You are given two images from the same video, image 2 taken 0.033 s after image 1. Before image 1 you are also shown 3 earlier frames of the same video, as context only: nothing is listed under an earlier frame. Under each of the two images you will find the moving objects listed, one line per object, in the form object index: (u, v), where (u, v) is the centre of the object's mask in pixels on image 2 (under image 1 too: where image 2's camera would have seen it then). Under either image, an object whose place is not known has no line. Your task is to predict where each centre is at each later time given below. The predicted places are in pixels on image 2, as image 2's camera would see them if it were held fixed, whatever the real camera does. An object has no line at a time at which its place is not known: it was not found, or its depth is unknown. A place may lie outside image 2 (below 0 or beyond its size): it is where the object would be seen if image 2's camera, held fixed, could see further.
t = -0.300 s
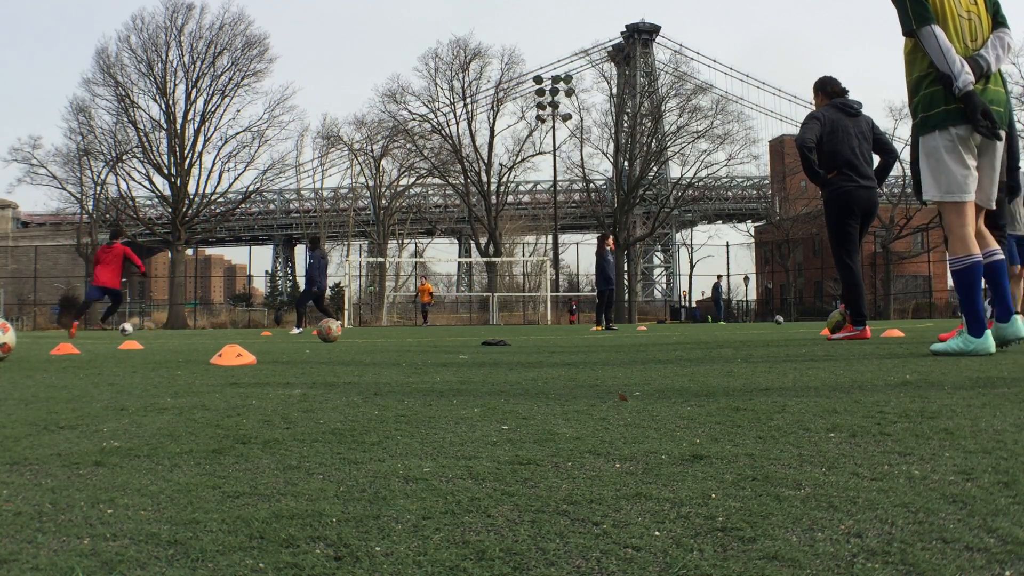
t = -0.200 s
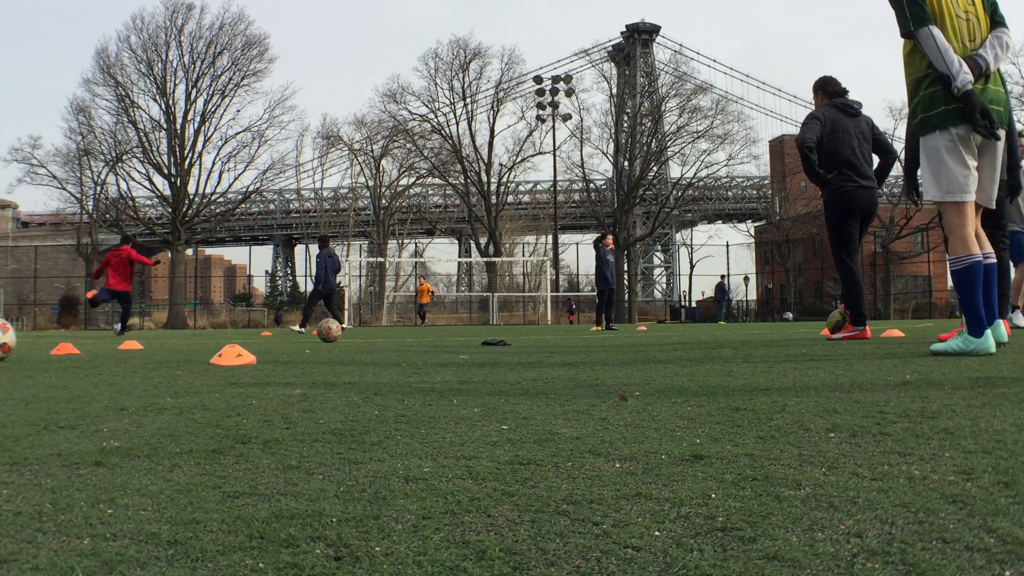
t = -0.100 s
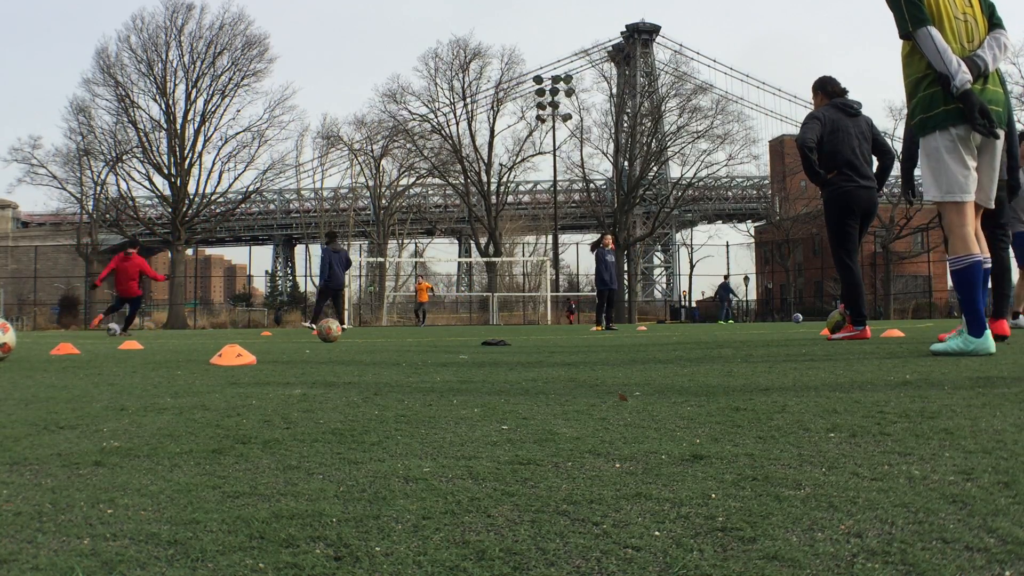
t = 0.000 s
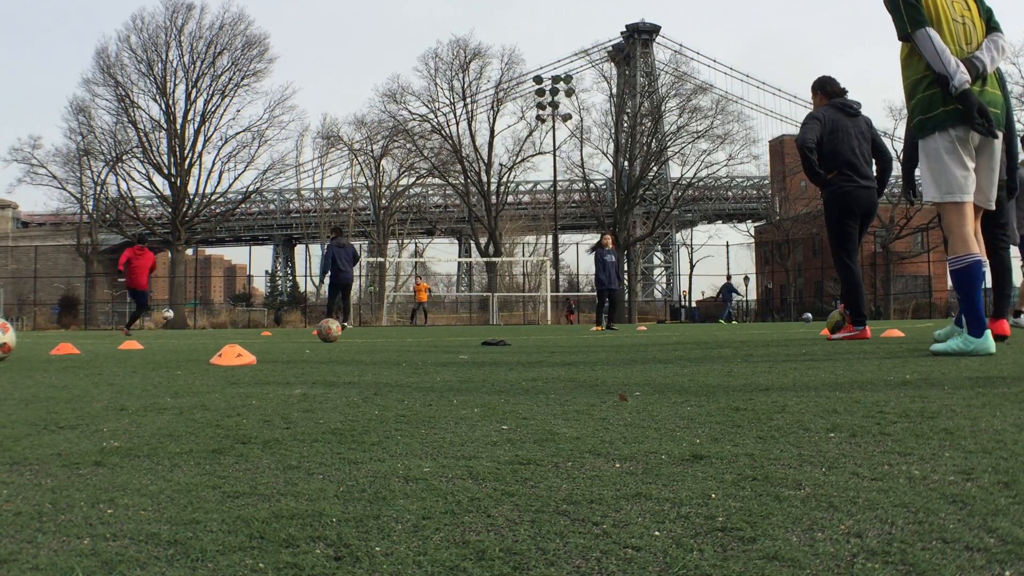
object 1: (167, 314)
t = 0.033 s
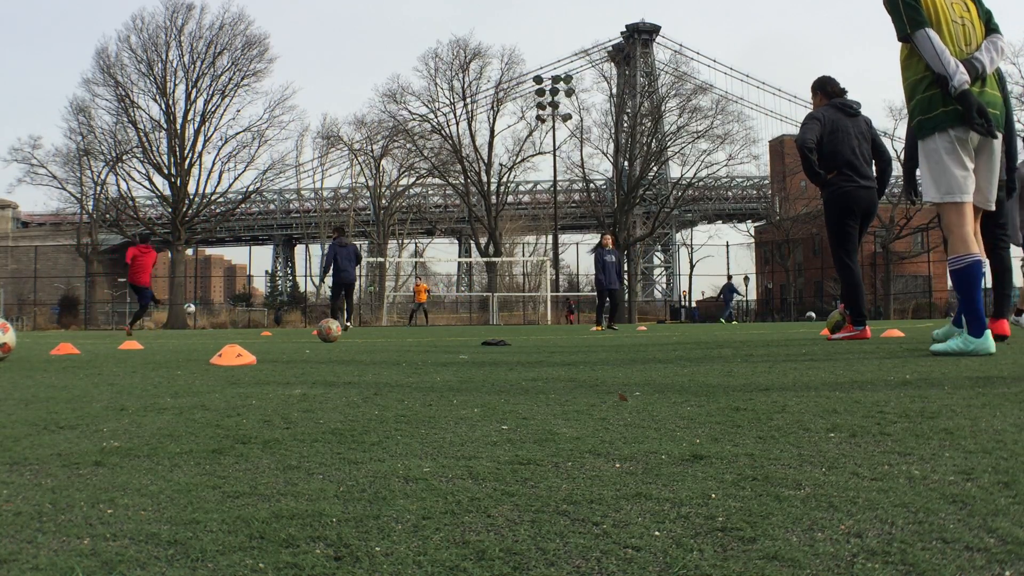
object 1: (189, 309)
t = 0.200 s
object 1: (272, 289)
